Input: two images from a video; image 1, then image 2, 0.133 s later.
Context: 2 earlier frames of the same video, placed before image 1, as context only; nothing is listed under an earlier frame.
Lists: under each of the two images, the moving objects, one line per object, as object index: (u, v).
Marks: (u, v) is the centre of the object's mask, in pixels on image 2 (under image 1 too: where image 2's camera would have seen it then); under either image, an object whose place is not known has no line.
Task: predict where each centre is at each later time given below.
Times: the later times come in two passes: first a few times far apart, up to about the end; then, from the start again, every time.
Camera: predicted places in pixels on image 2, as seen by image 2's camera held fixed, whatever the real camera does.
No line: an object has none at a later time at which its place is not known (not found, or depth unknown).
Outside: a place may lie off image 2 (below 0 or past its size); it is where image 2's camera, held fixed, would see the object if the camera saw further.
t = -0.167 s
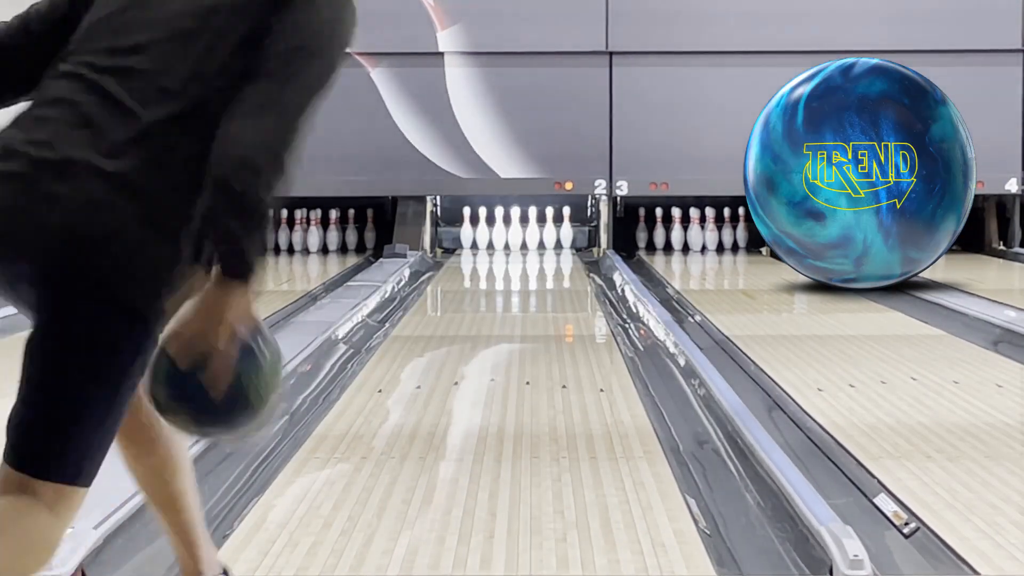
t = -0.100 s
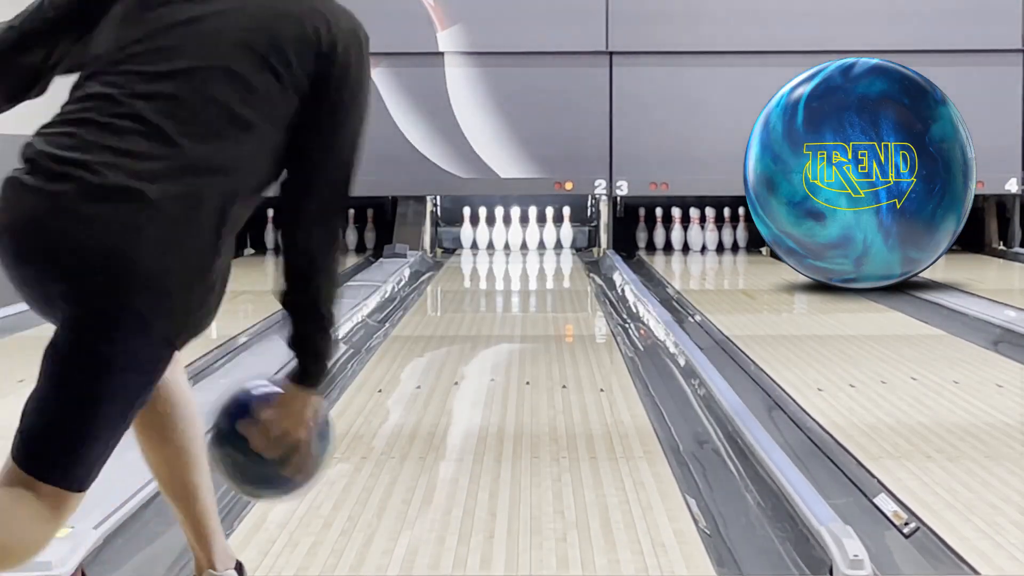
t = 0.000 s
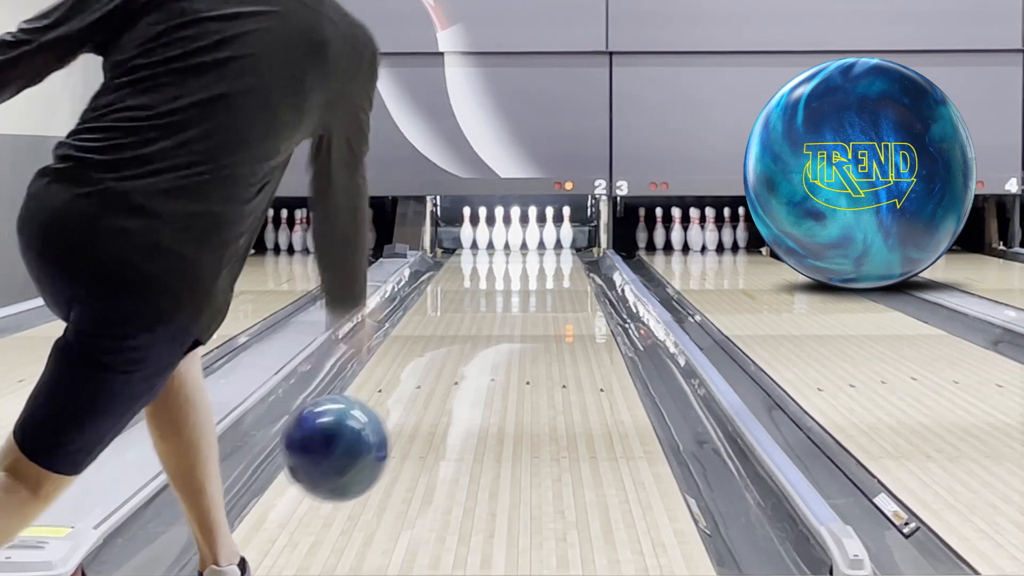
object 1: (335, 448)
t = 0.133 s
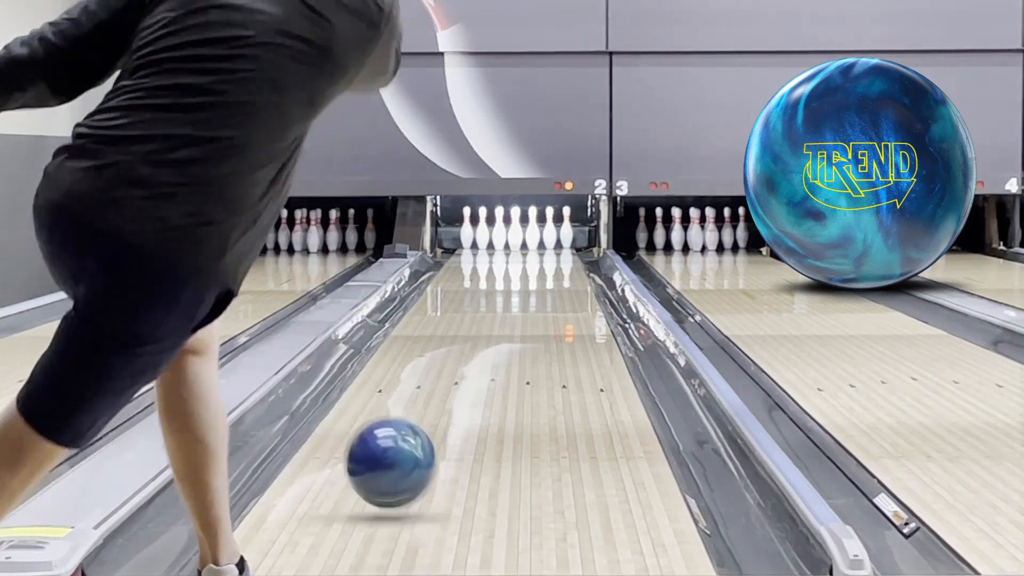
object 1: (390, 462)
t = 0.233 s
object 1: (422, 439)
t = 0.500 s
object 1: (477, 377)
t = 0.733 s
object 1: (507, 341)
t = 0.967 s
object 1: (527, 316)
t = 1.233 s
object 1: (543, 295)
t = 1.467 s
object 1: (552, 281)
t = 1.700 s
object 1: (558, 269)
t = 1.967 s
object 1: (560, 258)
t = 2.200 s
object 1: (555, 250)
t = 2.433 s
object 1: (544, 244)
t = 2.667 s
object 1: (530, 239)
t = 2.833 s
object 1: (531, 235)
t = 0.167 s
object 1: (402, 459)
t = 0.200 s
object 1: (412, 446)
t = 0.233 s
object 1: (422, 439)
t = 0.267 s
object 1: (430, 430)
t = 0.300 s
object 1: (438, 421)
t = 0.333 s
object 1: (446, 413)
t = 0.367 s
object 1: (453, 405)
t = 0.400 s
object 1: (460, 397)
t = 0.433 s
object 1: (466, 390)
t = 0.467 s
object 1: (472, 383)
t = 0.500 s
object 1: (477, 377)
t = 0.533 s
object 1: (482, 372)
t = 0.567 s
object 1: (487, 366)
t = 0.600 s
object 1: (491, 360)
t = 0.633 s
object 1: (496, 355)
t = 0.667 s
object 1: (500, 350)
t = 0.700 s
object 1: (503, 346)
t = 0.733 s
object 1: (507, 341)
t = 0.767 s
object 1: (510, 337)
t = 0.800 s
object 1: (513, 333)
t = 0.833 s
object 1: (516, 329)
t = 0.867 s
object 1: (519, 325)
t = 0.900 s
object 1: (522, 322)
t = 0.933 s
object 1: (525, 319)
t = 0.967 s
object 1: (527, 316)
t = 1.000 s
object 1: (530, 313)
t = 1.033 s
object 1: (531, 310)
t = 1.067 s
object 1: (534, 308)
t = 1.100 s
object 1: (536, 305)
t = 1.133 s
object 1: (538, 302)
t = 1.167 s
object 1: (539, 300)
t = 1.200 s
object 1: (541, 297)
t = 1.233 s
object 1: (543, 295)
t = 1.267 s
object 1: (544, 292)
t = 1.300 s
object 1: (546, 290)
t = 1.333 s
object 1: (547, 289)
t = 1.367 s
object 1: (549, 286)
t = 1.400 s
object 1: (550, 285)
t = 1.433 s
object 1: (551, 283)
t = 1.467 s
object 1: (552, 281)
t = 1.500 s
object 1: (553, 279)
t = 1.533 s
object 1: (554, 277)
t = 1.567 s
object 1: (555, 275)
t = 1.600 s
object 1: (556, 273)
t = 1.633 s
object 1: (557, 272)
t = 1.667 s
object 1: (557, 270)
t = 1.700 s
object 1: (558, 269)
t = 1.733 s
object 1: (559, 267)
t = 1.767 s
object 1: (559, 265)
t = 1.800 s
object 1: (559, 264)
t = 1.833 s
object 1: (560, 263)
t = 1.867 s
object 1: (560, 262)
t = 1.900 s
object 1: (560, 260)
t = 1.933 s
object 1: (560, 259)
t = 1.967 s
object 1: (560, 258)
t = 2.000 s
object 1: (560, 257)
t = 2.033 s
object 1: (559, 256)
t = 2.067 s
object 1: (559, 254)
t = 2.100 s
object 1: (558, 253)
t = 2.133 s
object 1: (557, 252)
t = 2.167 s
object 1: (556, 251)
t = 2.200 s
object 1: (555, 250)
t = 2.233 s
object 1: (553, 249)
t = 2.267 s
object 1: (552, 249)
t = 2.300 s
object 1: (551, 248)
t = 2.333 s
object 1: (550, 247)
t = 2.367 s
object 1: (548, 246)
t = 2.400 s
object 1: (546, 245)
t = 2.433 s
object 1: (544, 244)
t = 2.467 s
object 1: (542, 243)
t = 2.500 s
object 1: (540, 243)
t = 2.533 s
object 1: (537, 242)
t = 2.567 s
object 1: (535, 241)
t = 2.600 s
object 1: (532, 241)
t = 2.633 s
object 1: (530, 239)
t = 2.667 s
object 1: (530, 239)
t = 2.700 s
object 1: (531, 238)
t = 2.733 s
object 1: (532, 238)
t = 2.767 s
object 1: (532, 238)
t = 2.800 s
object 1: (530, 237)
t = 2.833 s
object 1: (531, 235)
